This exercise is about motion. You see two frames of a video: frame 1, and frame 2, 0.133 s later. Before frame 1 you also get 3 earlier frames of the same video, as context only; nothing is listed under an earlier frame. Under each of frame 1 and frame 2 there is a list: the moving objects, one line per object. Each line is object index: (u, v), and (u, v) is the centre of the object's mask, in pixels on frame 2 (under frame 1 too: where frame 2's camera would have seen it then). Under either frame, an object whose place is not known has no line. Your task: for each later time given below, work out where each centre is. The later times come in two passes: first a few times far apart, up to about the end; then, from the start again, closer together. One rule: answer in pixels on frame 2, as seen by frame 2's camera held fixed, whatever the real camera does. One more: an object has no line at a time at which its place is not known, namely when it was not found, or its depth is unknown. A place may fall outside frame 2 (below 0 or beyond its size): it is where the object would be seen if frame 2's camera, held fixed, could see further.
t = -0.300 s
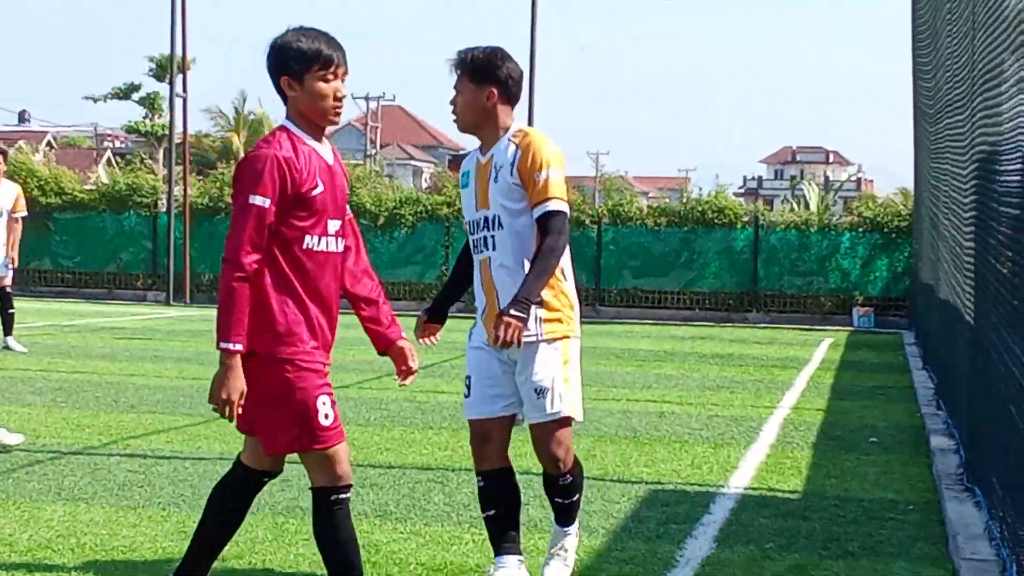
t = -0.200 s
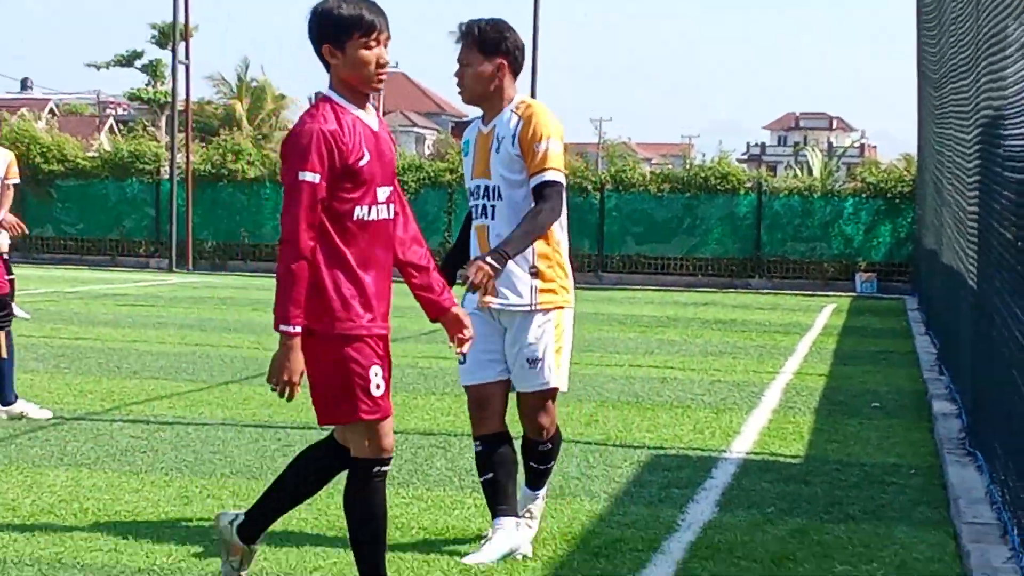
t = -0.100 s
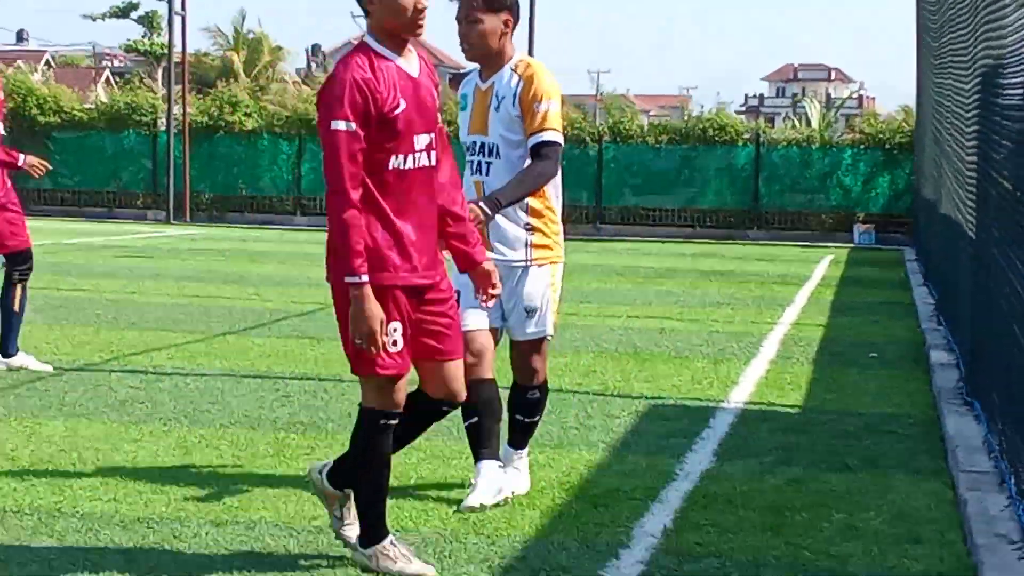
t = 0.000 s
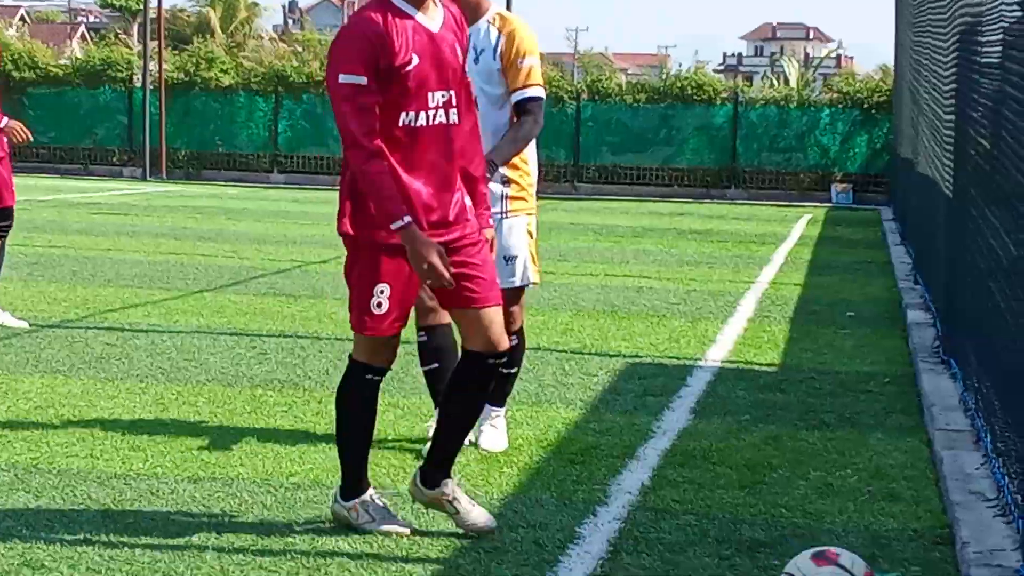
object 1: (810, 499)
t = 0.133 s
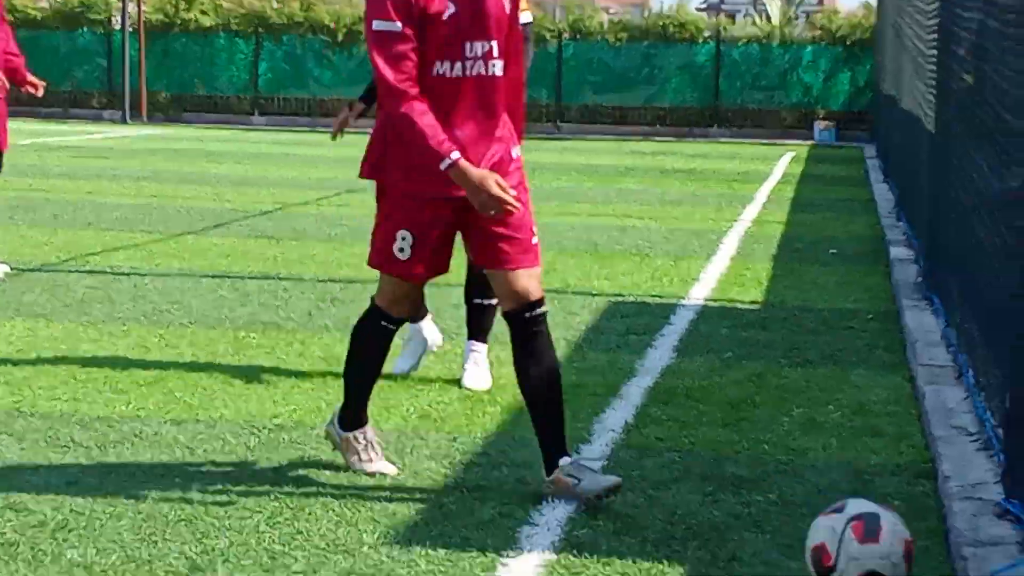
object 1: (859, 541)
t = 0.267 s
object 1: (908, 568)
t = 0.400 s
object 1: (941, 573)
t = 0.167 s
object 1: (872, 549)
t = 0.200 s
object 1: (884, 557)
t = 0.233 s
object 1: (896, 563)
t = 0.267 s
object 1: (908, 568)
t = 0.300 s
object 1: (919, 572)
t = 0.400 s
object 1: (941, 573)
